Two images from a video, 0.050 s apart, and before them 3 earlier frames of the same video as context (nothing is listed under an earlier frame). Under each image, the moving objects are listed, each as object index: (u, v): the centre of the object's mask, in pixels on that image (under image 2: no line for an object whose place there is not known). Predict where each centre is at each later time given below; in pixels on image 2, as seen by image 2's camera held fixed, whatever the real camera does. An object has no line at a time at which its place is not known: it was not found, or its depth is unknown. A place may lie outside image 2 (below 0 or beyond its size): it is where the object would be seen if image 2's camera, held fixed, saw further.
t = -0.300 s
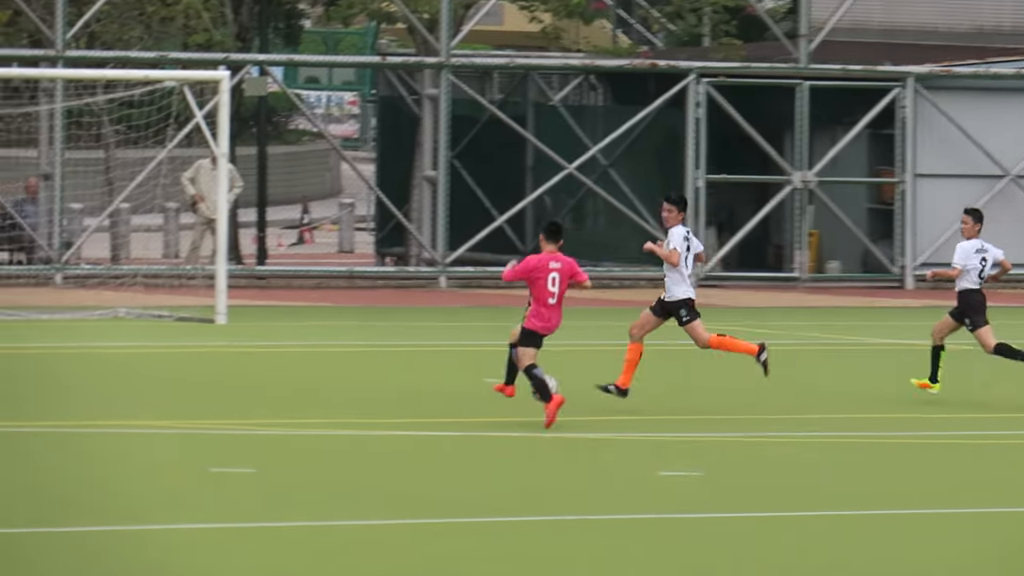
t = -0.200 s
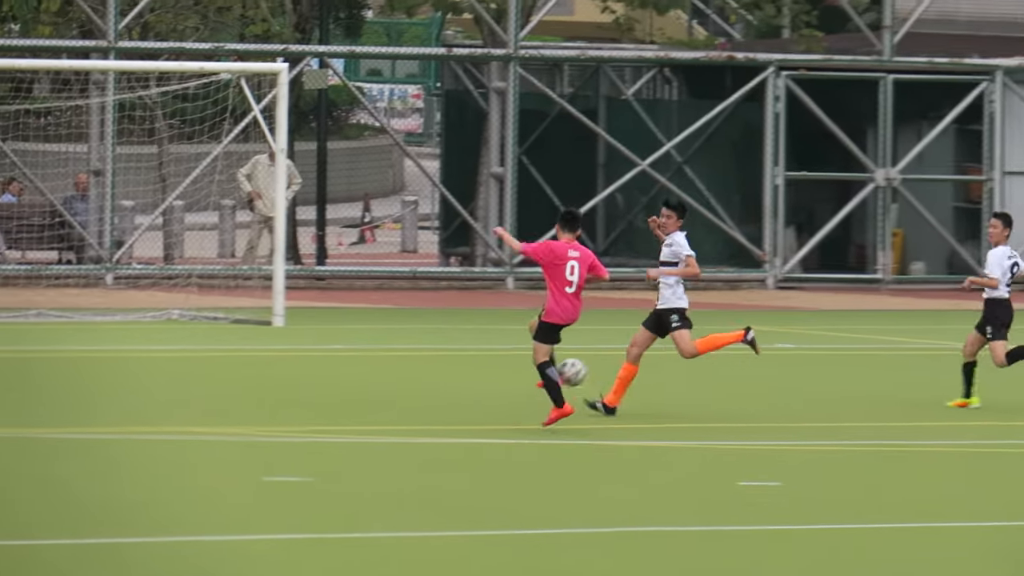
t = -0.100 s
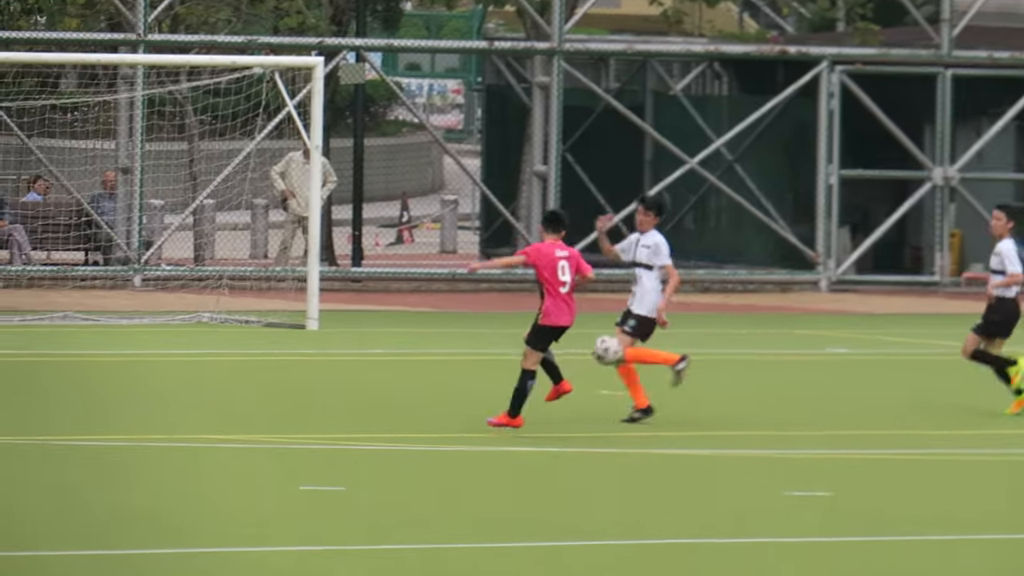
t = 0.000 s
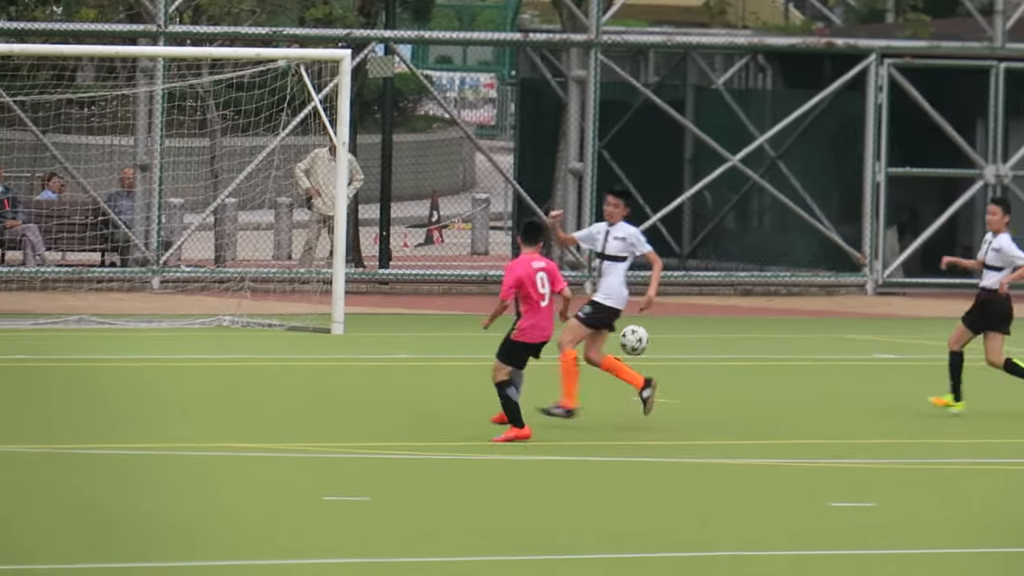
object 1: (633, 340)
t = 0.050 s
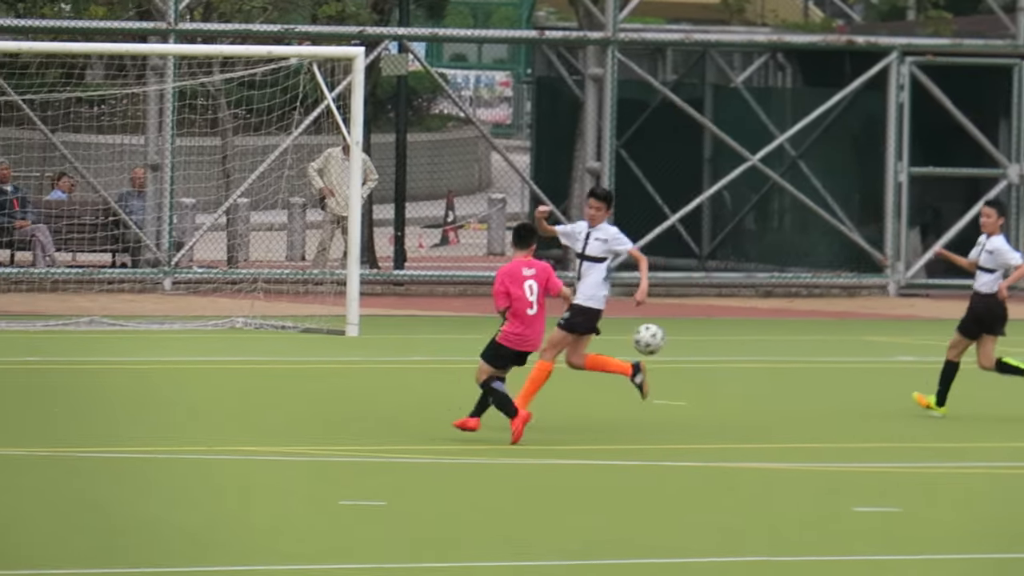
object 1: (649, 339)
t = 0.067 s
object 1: (645, 340)
